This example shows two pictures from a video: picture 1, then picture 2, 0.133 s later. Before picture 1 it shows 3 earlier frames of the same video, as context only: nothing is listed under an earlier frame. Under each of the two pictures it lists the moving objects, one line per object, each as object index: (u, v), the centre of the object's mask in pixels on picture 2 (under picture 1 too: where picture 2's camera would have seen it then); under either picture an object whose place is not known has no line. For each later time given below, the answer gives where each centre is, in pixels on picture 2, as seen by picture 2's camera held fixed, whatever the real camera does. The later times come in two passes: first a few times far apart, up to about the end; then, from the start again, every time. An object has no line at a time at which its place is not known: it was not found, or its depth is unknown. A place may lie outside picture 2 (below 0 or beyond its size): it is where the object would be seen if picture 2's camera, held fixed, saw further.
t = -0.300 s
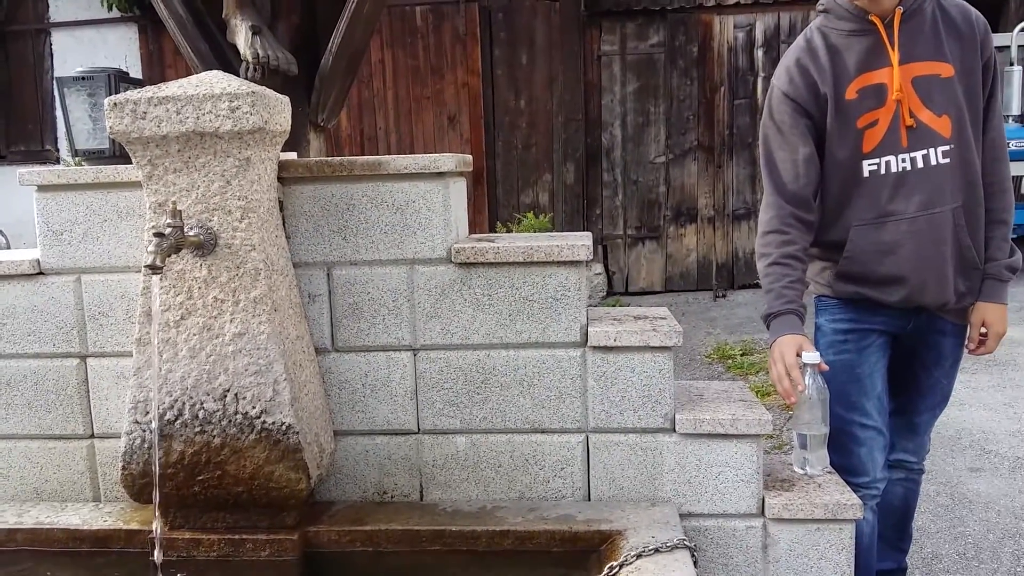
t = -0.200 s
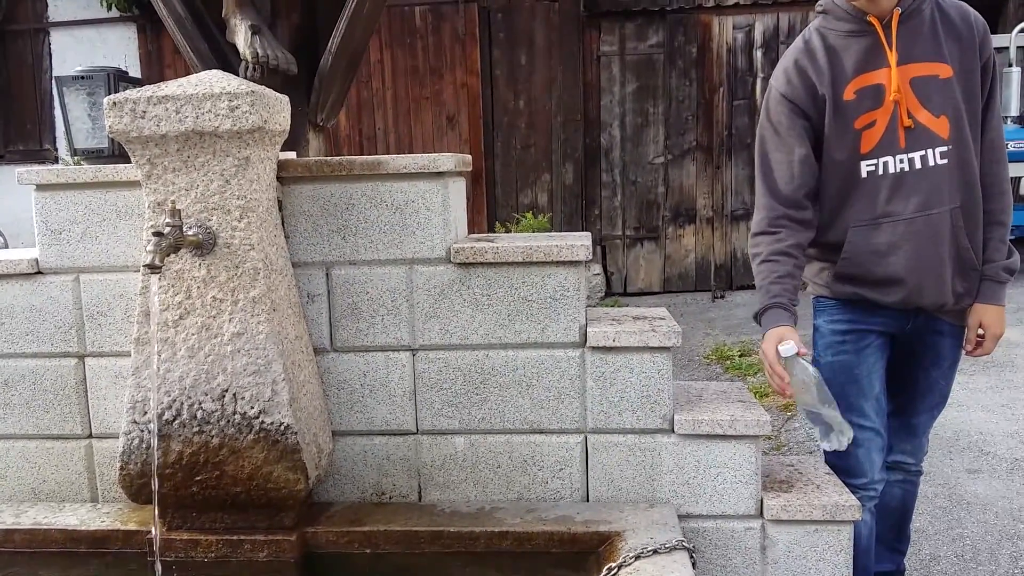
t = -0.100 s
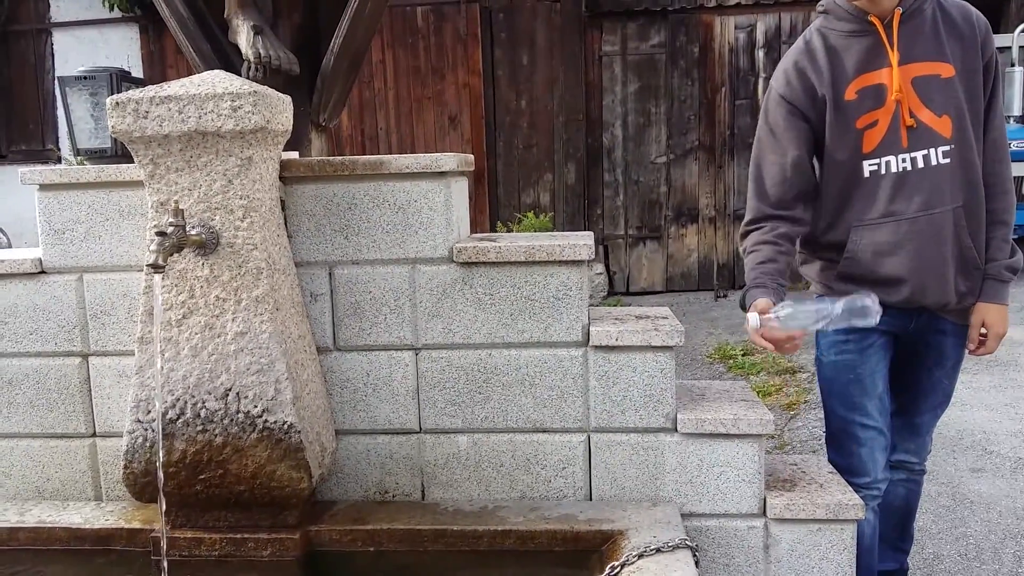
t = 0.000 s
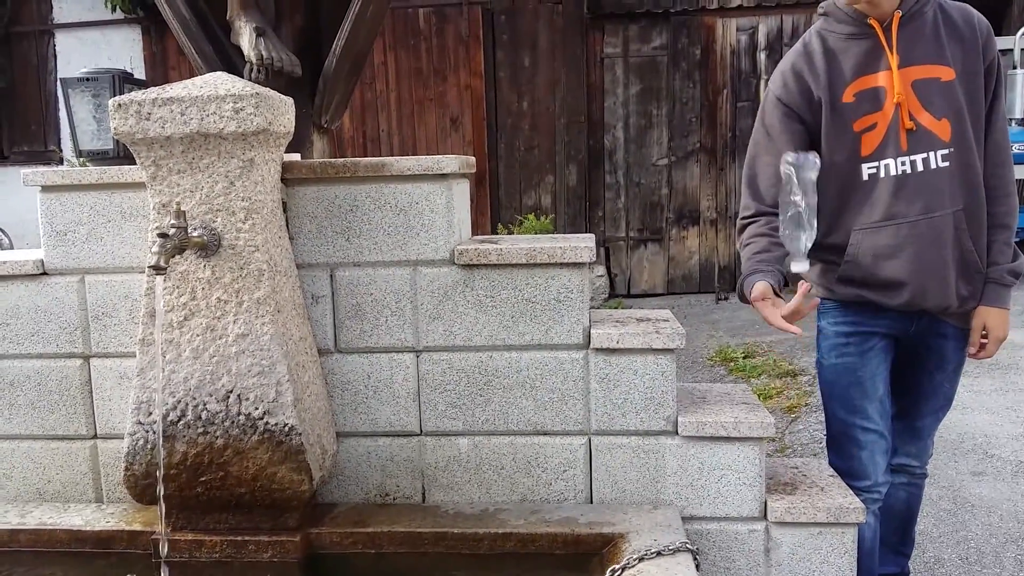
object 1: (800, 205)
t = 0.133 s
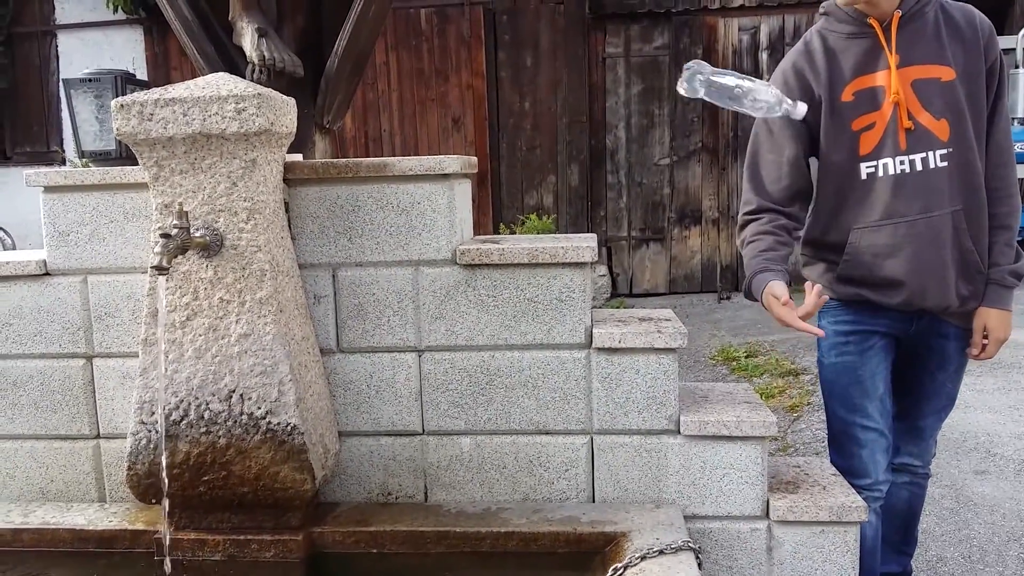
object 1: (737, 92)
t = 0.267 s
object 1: (661, 80)
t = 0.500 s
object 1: (519, 185)
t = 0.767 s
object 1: (494, 182)
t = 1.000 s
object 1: (498, 180)
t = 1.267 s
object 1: (503, 181)
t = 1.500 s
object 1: (511, 181)
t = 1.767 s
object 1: (501, 182)
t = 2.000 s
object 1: (502, 181)
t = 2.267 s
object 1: (505, 181)
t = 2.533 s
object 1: (504, 181)
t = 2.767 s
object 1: (503, 181)
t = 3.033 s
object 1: (502, 182)
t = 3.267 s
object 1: (502, 181)
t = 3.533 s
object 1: (501, 182)
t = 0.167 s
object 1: (718, 80)
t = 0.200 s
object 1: (700, 73)
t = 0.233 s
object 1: (681, 73)
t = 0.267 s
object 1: (661, 80)
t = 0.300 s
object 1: (641, 93)
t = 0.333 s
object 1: (621, 113)
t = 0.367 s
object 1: (602, 140)
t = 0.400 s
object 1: (583, 173)
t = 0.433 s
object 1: (562, 170)
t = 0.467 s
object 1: (541, 177)
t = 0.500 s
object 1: (519, 185)
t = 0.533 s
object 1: (505, 187)
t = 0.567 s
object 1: (499, 183)
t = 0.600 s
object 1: (496, 183)
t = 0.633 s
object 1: (495, 183)
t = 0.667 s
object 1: (494, 183)
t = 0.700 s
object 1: (493, 182)
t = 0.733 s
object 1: (493, 182)
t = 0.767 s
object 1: (494, 182)
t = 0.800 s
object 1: (497, 182)
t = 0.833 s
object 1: (502, 181)
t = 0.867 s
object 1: (504, 181)
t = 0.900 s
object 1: (505, 180)
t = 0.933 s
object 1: (504, 180)
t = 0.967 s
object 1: (501, 180)
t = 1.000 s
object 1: (498, 180)
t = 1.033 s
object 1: (496, 181)
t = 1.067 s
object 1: (494, 181)
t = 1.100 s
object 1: (493, 181)
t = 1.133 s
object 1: (492, 181)
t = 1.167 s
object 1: (492, 181)
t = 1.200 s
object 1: (495, 181)
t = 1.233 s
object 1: (498, 181)
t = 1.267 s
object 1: (503, 181)
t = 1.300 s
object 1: (504, 181)
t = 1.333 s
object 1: (506, 181)
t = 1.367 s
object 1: (508, 181)
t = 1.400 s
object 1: (511, 181)
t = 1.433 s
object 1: (512, 181)
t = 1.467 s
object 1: (512, 181)
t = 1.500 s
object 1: (511, 181)
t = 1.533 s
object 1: (509, 181)
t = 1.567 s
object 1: (506, 181)
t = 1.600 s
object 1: (502, 181)
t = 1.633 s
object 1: (499, 181)
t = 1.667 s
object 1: (499, 181)
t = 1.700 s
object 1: (500, 181)
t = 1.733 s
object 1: (500, 182)
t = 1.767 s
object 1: (501, 182)
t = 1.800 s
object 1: (504, 181)
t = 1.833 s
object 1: (505, 181)
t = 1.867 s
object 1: (504, 182)
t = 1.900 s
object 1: (504, 182)
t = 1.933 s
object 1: (504, 181)
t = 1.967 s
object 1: (502, 181)
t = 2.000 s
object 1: (502, 181)
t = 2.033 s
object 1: (501, 181)
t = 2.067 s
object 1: (500, 181)
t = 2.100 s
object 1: (501, 181)
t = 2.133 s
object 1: (502, 181)
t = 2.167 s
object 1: (503, 181)
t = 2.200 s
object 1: (504, 181)
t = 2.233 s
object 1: (504, 181)
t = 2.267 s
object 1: (505, 181)
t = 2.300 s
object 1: (504, 181)
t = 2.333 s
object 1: (502, 181)
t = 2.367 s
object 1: (501, 181)
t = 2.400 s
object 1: (502, 181)
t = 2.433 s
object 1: (502, 181)
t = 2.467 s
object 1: (501, 181)
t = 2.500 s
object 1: (502, 181)
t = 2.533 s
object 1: (504, 181)
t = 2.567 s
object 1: (505, 181)
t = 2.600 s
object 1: (504, 181)
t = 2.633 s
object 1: (503, 181)
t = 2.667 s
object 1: (502, 181)
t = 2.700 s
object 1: (502, 181)
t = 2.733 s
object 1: (502, 182)
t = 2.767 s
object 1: (503, 181)
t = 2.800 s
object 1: (502, 181)
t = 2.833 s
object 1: (502, 180)
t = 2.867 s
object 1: (503, 181)
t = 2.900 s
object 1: (503, 181)
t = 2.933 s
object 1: (502, 182)
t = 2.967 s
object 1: (502, 183)
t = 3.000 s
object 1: (502, 182)
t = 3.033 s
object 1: (502, 182)
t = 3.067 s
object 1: (502, 182)
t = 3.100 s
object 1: (502, 182)
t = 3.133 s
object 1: (502, 181)
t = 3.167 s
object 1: (502, 181)
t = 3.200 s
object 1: (502, 181)
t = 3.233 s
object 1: (502, 181)
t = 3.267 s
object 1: (502, 181)
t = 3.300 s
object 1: (502, 181)
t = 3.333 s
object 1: (501, 182)
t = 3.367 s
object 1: (502, 182)
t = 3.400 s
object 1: (502, 182)
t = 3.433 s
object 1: (502, 182)
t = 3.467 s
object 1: (501, 182)
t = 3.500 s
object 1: (501, 182)
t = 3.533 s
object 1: (501, 182)
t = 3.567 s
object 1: (501, 182)
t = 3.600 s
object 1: (502, 182)
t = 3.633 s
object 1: (502, 181)
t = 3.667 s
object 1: (501, 181)
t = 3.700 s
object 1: (500, 181)
